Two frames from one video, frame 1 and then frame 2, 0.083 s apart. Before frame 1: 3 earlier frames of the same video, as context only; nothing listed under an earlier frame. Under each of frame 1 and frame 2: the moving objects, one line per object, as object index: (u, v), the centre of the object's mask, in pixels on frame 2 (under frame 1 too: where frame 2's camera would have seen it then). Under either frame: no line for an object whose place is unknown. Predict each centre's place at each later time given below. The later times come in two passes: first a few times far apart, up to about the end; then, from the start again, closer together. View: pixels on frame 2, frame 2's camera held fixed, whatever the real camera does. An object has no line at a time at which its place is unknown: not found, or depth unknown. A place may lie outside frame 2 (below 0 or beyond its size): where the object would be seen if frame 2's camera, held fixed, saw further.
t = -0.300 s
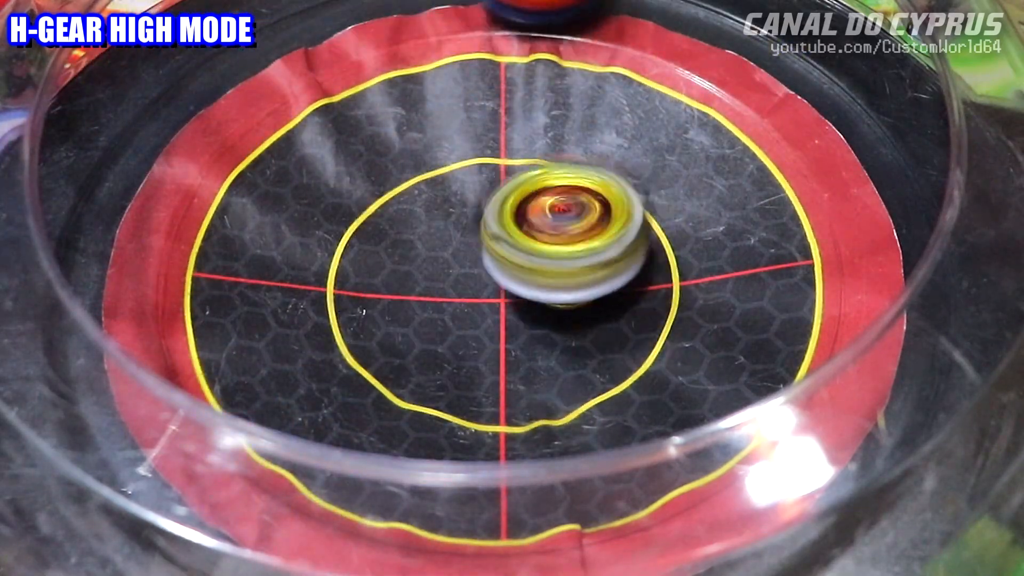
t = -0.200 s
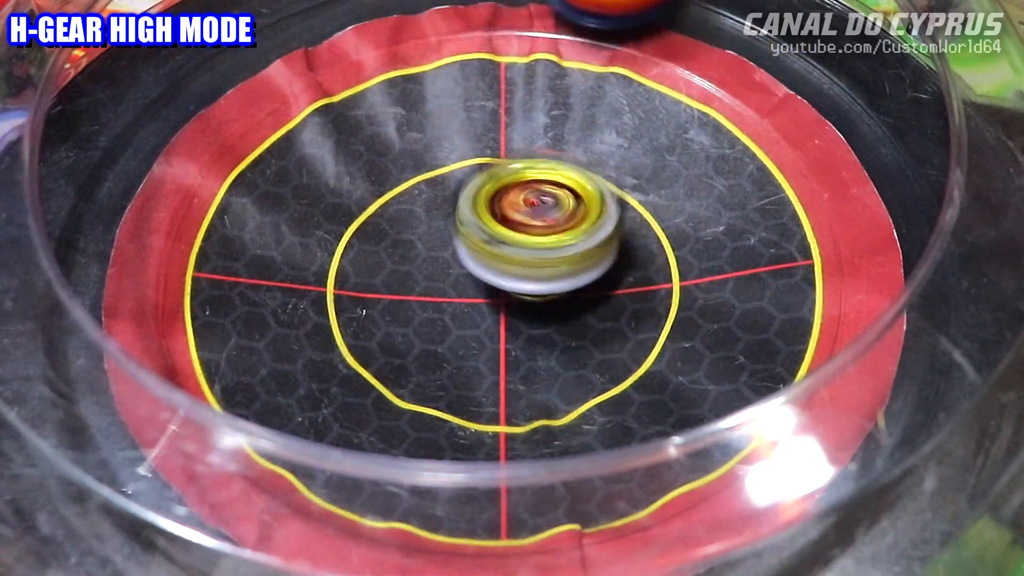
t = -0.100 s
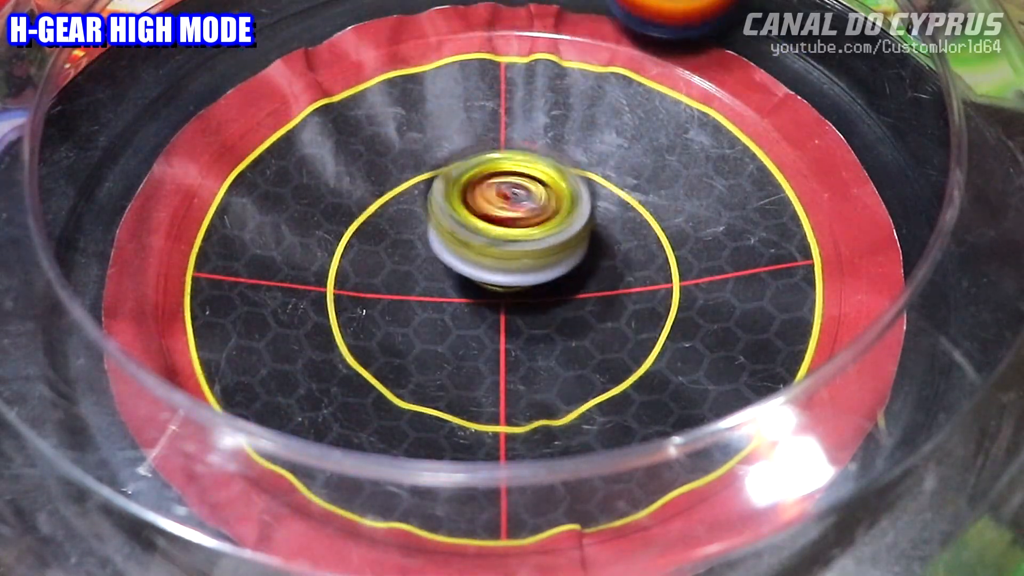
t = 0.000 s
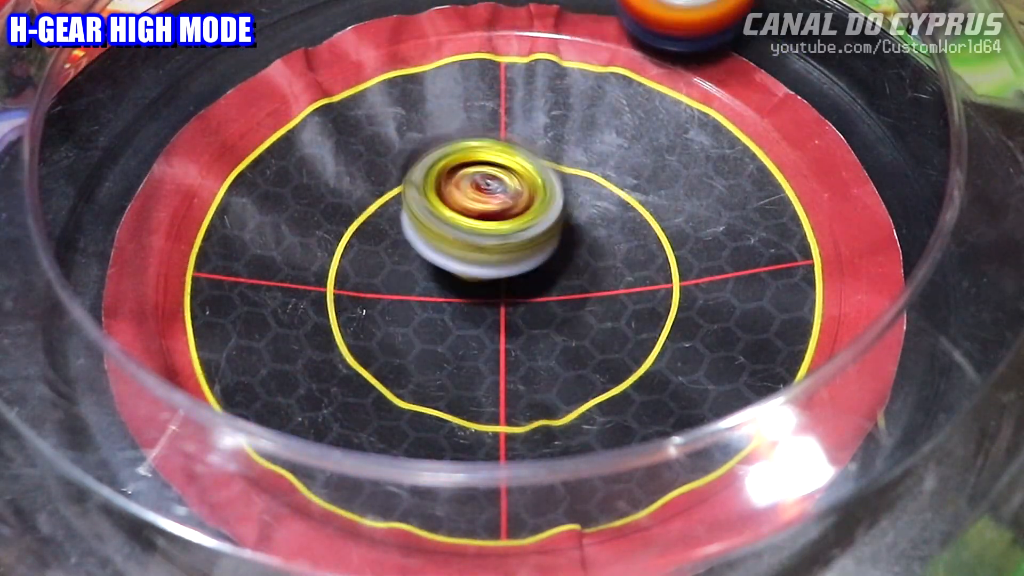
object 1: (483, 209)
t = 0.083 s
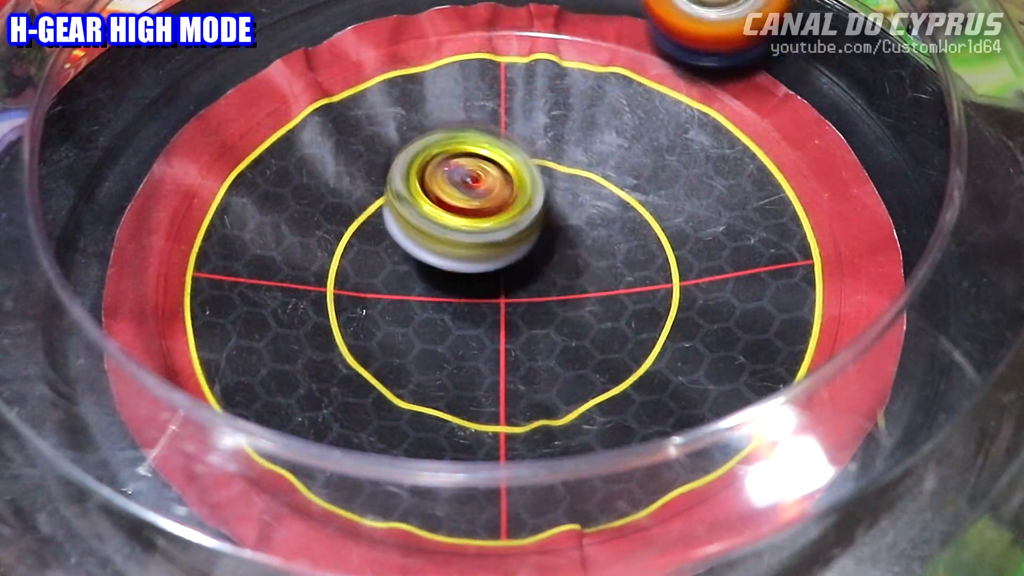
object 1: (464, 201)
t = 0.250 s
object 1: (440, 191)
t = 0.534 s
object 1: (450, 218)
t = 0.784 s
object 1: (483, 262)
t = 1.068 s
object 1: (507, 295)
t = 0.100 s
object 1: (461, 199)
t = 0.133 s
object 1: (455, 197)
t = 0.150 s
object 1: (452, 196)
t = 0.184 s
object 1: (447, 194)
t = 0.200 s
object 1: (445, 193)
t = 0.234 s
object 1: (441, 192)
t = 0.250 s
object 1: (440, 191)
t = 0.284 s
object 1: (437, 191)
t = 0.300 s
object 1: (436, 192)
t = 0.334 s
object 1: (436, 194)
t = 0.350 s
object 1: (436, 195)
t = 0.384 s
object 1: (436, 198)
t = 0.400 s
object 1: (437, 200)
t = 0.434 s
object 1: (440, 203)
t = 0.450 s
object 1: (441, 205)
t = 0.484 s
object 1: (444, 211)
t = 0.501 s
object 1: (446, 213)
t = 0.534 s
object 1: (450, 218)
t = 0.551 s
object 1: (452, 221)
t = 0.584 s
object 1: (456, 227)
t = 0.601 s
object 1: (458, 230)
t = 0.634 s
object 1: (463, 236)
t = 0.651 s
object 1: (465, 239)
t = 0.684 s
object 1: (470, 245)
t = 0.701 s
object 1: (471, 248)
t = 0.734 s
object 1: (477, 254)
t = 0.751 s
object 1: (478, 257)
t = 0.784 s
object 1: (483, 262)
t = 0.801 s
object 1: (485, 265)
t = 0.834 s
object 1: (489, 271)
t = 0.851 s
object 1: (490, 274)
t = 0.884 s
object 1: (494, 278)
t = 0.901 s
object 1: (495, 280)
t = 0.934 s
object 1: (499, 284)
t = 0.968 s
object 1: (500, 288)
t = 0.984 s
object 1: (502, 289)
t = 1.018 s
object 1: (504, 292)
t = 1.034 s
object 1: (505, 293)
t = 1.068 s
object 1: (507, 295)
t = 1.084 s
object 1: (507, 295)
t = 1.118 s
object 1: (508, 296)
